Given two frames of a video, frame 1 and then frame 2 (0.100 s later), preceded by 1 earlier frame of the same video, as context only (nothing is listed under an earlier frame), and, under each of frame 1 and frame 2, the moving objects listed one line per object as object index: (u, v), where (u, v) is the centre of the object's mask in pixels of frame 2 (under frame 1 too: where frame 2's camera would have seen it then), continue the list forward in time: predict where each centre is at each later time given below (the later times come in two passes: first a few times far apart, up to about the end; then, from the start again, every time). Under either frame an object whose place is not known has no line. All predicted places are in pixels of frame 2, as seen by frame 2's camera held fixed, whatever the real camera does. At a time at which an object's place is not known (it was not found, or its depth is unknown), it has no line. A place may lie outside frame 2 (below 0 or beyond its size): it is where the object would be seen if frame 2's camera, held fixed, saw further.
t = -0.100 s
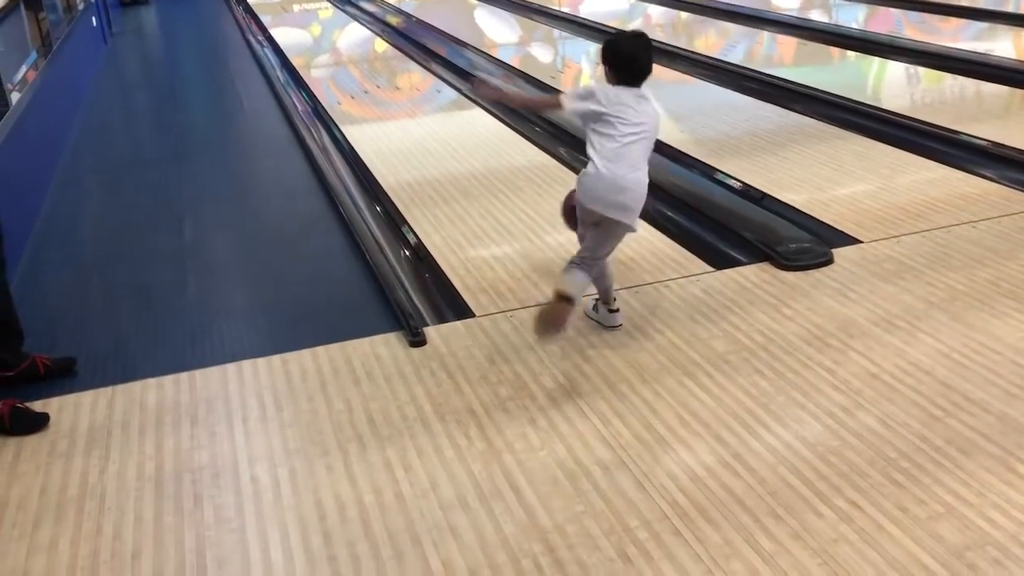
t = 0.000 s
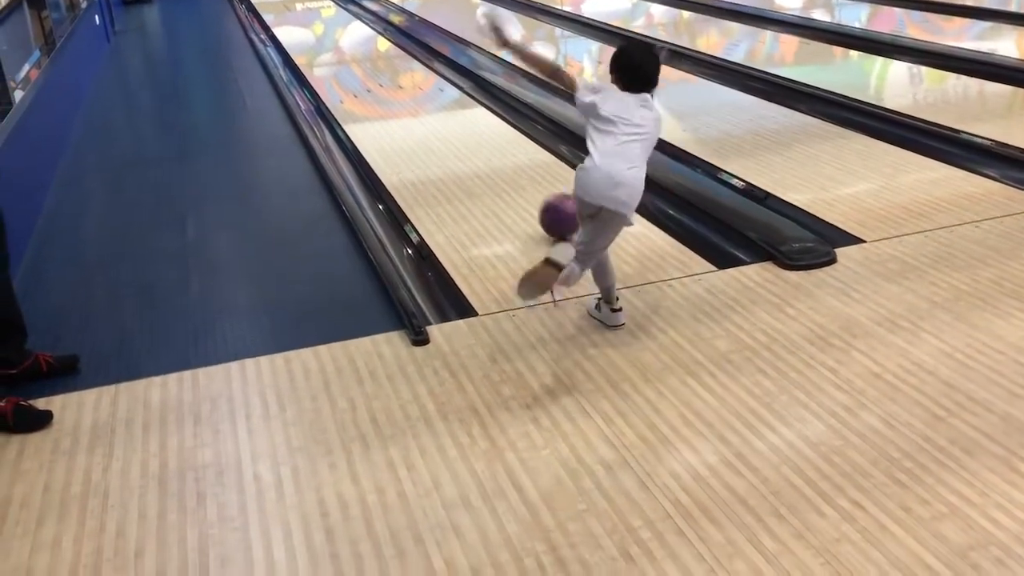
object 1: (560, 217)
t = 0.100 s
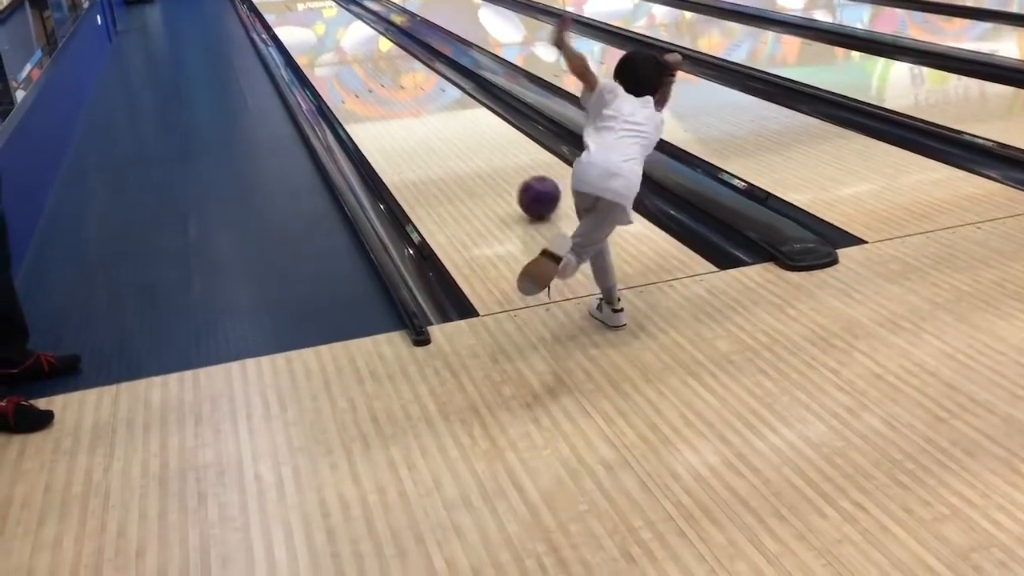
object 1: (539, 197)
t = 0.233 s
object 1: (510, 174)
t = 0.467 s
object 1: (471, 141)
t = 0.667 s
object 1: (443, 118)
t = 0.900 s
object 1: (416, 97)
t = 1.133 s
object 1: (393, 80)
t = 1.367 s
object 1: (374, 65)
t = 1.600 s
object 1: (357, 53)
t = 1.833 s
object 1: (343, 42)
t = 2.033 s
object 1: (332, 34)
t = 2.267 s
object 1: (320, 26)
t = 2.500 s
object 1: (310, 19)
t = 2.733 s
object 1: (301, 13)
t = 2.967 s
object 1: (293, 7)
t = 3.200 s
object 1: (285, 2)
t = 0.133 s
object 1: (531, 191)
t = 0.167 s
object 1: (524, 185)
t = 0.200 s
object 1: (517, 180)
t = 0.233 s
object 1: (510, 174)
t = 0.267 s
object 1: (504, 168)
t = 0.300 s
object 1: (498, 163)
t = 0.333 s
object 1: (492, 159)
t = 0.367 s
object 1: (486, 154)
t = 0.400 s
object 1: (481, 149)
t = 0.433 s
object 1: (476, 145)
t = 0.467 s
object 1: (471, 141)
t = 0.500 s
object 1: (465, 137)
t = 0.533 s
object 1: (460, 133)
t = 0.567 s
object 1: (456, 129)
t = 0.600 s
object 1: (451, 126)
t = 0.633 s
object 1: (447, 122)
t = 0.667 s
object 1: (443, 118)
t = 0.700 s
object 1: (438, 115)
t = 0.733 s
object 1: (434, 112)
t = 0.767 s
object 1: (430, 109)
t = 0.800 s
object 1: (427, 106)
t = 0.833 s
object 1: (423, 103)
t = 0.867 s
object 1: (419, 100)
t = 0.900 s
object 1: (416, 97)
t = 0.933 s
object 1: (412, 94)
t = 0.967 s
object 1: (409, 92)
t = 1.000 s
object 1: (405, 89)
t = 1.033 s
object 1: (402, 87)
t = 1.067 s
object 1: (399, 85)
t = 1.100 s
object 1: (396, 82)
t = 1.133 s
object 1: (393, 80)
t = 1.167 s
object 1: (390, 78)
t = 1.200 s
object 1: (387, 75)
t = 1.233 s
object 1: (384, 74)
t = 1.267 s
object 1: (382, 71)
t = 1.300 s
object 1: (379, 69)
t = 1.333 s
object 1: (376, 67)
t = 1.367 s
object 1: (374, 65)
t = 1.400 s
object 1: (371, 64)
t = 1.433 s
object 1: (369, 62)
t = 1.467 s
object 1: (367, 60)
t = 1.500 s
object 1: (364, 58)
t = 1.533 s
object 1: (362, 57)
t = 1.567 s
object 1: (360, 55)
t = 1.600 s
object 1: (357, 53)
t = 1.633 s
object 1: (355, 51)
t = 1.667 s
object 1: (353, 50)
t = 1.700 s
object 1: (351, 48)
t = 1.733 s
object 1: (348, 47)
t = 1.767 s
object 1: (347, 45)
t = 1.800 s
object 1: (345, 44)
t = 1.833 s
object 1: (343, 42)
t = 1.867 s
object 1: (341, 41)
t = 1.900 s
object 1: (339, 40)
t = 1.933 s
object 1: (337, 38)
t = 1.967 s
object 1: (335, 37)
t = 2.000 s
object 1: (334, 36)
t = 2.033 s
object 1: (332, 34)
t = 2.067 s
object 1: (330, 33)
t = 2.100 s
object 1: (328, 32)
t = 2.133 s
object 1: (327, 31)
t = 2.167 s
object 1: (325, 29)
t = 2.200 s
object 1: (324, 28)
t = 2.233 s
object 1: (322, 27)
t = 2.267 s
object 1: (320, 26)
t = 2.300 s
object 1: (319, 25)
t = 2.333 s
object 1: (317, 24)
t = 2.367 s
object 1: (316, 23)
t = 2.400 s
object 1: (314, 22)
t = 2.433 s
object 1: (313, 21)
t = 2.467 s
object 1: (311, 20)
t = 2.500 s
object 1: (310, 19)
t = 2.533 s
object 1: (309, 18)
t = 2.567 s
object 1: (308, 17)
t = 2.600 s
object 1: (306, 16)
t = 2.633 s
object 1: (305, 15)
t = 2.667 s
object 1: (304, 14)
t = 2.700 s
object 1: (302, 13)
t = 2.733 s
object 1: (301, 13)
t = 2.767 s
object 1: (300, 11)
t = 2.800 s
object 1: (299, 11)
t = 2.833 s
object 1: (297, 10)
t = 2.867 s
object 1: (296, 9)
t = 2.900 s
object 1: (295, 8)
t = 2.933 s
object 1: (294, 8)
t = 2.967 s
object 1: (293, 7)
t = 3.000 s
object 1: (292, 6)
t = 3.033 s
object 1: (291, 5)
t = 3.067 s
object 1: (290, 4)
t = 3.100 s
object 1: (289, 4)
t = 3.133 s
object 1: (288, 3)
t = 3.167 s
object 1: (287, 3)
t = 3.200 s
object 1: (285, 2)
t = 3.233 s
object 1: (285, 2)
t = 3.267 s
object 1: (283, 1)
